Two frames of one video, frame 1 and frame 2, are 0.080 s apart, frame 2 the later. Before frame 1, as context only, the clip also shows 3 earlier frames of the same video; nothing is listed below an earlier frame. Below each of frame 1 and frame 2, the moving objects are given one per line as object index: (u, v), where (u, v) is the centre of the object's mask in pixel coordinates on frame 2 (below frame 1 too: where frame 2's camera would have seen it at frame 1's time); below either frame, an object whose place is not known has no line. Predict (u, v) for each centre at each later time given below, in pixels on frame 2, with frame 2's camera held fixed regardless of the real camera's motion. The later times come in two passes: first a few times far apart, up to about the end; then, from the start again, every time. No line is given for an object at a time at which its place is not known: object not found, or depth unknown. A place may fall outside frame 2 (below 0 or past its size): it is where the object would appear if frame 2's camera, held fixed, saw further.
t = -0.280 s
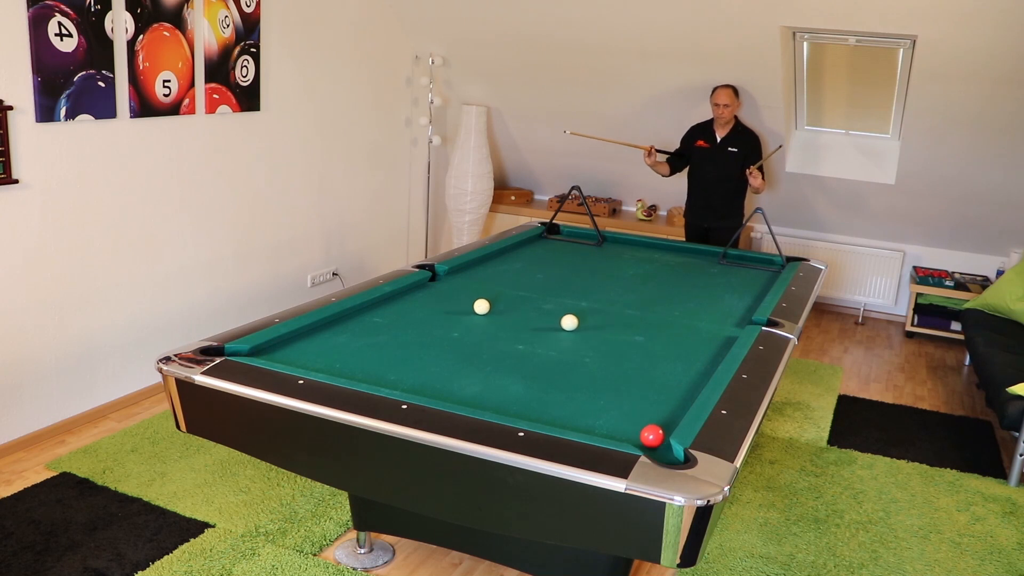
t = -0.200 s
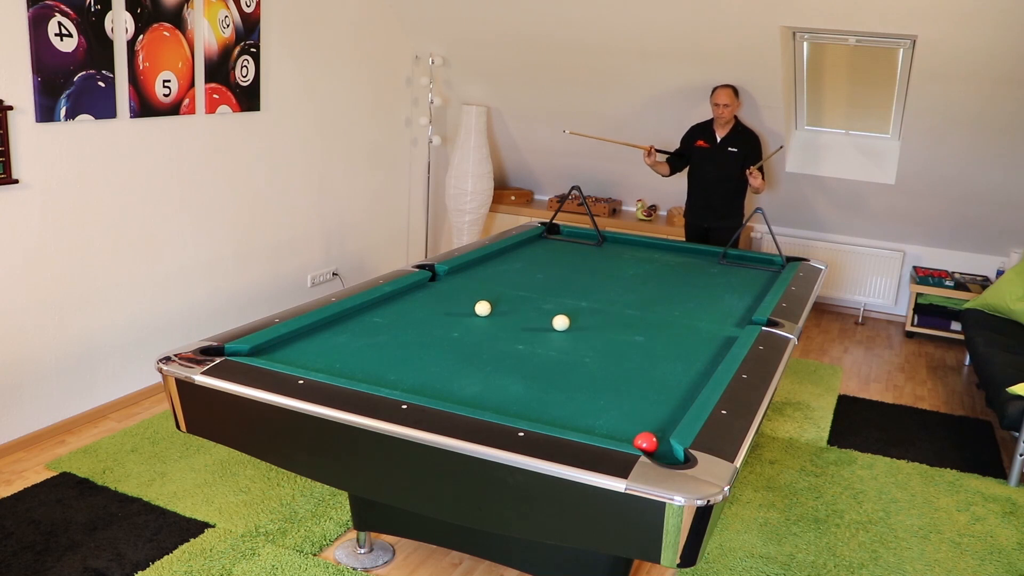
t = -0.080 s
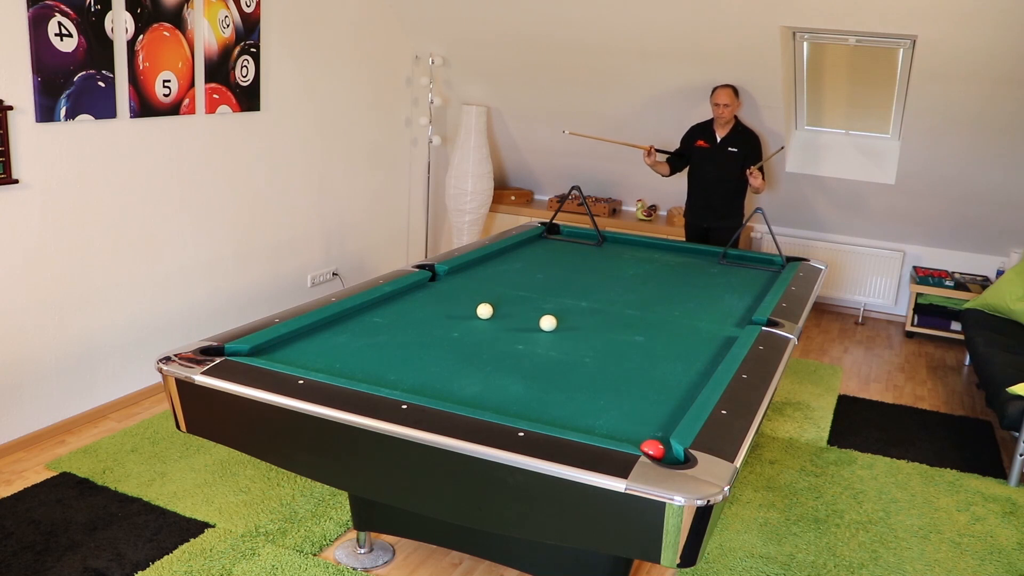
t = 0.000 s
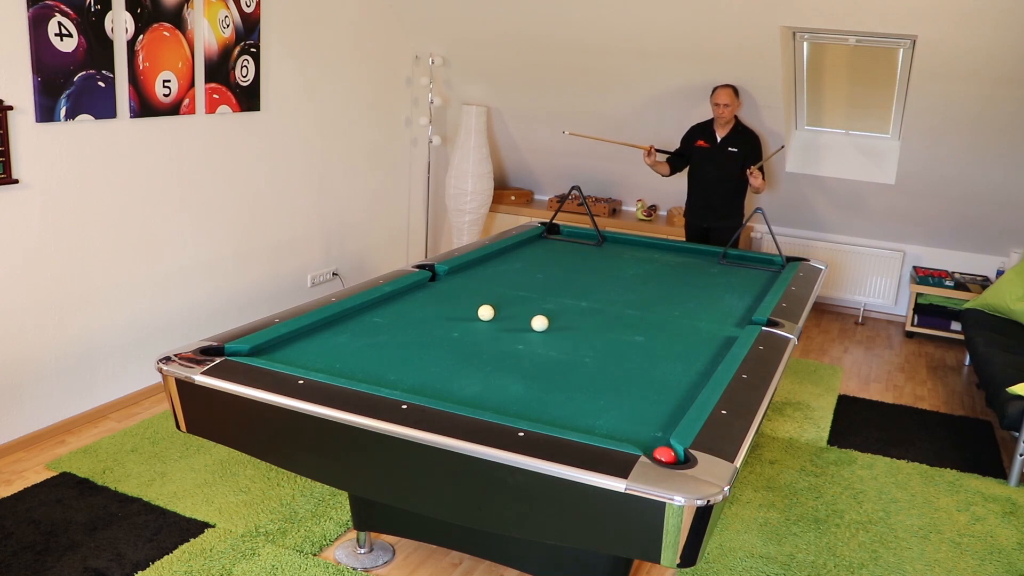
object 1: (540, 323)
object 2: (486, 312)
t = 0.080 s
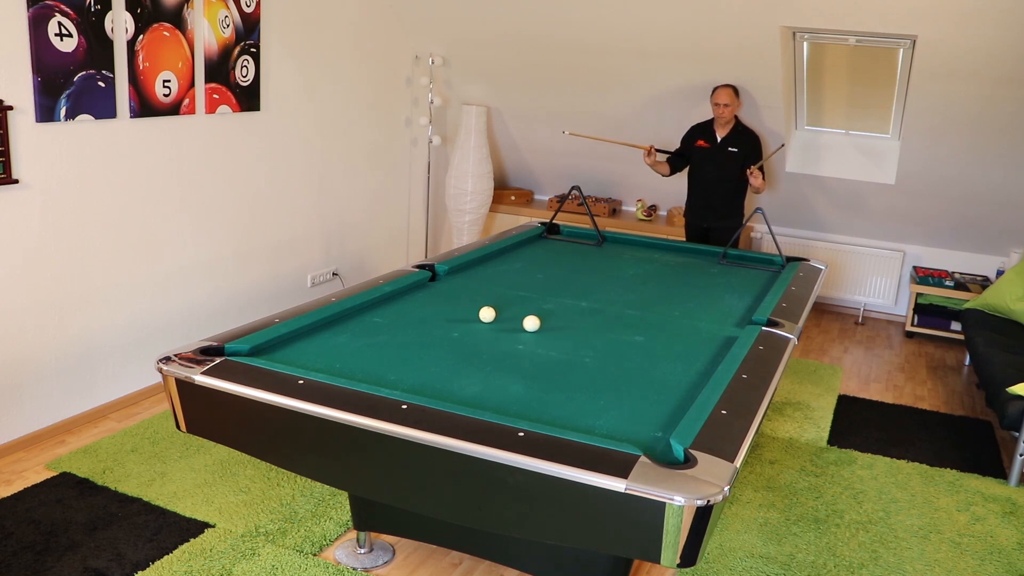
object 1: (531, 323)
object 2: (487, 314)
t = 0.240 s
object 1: (515, 324)
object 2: (489, 317)
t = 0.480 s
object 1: (498, 327)
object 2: (486, 319)
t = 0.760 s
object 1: (484, 334)
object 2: (479, 319)
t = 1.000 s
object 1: (472, 339)
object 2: (474, 320)
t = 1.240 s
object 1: (461, 344)
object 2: (470, 320)
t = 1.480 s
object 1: (450, 349)
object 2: (467, 320)
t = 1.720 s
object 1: (440, 353)
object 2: (465, 320)
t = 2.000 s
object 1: (428, 358)
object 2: (465, 320)
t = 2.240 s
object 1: (419, 363)
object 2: (465, 320)
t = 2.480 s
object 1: (410, 366)
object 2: (465, 320)
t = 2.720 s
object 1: (402, 369)
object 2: (465, 320)
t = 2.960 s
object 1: (394, 372)
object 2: (465, 320)
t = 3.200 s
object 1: (388, 374)
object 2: (465, 320)
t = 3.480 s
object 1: (381, 376)
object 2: (465, 320)
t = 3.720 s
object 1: (377, 377)
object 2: (465, 320)
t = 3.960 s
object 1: (374, 377)
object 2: (465, 320)
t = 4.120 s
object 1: (372, 377)
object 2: (465, 320)
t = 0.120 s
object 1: (527, 323)
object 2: (488, 315)
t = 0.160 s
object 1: (523, 324)
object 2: (488, 316)
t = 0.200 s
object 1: (519, 324)
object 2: (489, 316)
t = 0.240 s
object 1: (515, 324)
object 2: (489, 317)
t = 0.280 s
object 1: (511, 324)
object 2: (490, 318)
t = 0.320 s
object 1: (507, 324)
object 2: (491, 319)
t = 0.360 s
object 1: (504, 324)
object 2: (490, 319)
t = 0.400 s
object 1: (502, 325)
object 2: (488, 319)
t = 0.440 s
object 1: (500, 326)
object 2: (487, 319)
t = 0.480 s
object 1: (498, 327)
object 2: (486, 319)
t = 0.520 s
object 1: (496, 328)
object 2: (485, 319)
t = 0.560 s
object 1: (494, 329)
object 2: (484, 319)
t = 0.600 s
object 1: (492, 330)
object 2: (483, 319)
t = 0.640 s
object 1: (490, 331)
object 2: (482, 319)
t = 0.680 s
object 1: (488, 332)
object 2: (481, 319)
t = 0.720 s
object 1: (486, 333)
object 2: (480, 319)
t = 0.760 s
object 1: (484, 334)
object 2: (479, 319)
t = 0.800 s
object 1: (482, 334)
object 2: (478, 319)
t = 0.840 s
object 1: (480, 335)
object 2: (478, 319)
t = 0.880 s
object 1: (478, 336)
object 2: (477, 319)
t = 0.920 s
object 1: (476, 337)
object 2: (476, 320)
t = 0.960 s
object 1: (474, 338)
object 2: (475, 320)
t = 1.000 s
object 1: (472, 339)
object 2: (474, 320)
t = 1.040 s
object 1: (470, 340)
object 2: (473, 320)
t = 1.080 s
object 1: (469, 340)
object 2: (472, 320)
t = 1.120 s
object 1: (467, 341)
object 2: (472, 320)
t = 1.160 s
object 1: (465, 342)
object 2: (471, 320)
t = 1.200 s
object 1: (463, 343)
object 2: (470, 320)
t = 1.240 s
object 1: (461, 344)
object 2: (470, 320)
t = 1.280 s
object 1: (459, 345)
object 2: (469, 320)
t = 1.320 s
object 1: (457, 345)
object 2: (469, 320)
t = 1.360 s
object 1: (456, 346)
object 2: (468, 320)
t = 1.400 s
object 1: (454, 347)
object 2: (468, 320)
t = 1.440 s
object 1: (452, 348)
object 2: (467, 320)
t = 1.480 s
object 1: (450, 349)
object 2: (467, 320)
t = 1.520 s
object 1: (448, 349)
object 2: (467, 320)
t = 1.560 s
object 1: (447, 350)
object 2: (466, 320)
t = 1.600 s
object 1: (445, 351)
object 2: (466, 320)
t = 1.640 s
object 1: (443, 352)
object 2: (466, 320)
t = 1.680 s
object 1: (441, 352)
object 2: (466, 320)
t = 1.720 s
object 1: (440, 353)
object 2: (465, 320)
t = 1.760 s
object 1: (438, 354)
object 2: (465, 320)
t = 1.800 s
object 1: (436, 355)
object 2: (465, 320)
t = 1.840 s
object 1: (435, 356)
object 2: (465, 320)
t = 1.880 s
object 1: (433, 356)
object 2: (465, 320)
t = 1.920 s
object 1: (431, 357)
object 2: (465, 320)
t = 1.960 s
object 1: (430, 358)
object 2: (465, 320)
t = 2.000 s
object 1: (428, 358)
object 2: (465, 320)
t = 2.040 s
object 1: (427, 359)
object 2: (465, 320)
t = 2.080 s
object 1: (425, 360)
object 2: (465, 320)
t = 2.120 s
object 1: (423, 361)
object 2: (465, 320)
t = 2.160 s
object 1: (422, 361)
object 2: (465, 320)
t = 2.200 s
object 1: (420, 362)
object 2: (465, 320)
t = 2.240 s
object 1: (419, 363)
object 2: (465, 320)
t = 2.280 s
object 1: (417, 363)
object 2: (465, 320)
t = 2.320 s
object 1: (416, 364)
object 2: (465, 320)
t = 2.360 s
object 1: (414, 364)
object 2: (465, 320)
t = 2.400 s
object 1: (413, 365)
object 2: (465, 320)
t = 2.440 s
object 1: (411, 366)
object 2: (465, 320)
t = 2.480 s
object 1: (410, 366)
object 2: (465, 320)
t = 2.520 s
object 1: (409, 367)
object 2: (465, 320)
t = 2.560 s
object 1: (407, 367)
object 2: (465, 320)
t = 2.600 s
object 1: (406, 368)
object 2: (465, 320)
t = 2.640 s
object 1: (404, 368)
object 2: (465, 320)
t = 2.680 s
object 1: (403, 369)
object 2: (465, 320)
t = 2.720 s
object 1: (402, 369)
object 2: (465, 320)
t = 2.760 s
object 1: (401, 370)
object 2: (465, 320)
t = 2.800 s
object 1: (399, 370)
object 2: (465, 320)
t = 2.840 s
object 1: (398, 371)
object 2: (465, 320)
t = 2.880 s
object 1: (397, 371)
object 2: (465, 320)
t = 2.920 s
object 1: (396, 372)
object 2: (465, 320)
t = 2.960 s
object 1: (394, 372)
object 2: (465, 320)
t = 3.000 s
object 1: (393, 373)
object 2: (465, 320)
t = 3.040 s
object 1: (392, 373)
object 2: (465, 320)
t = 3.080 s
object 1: (391, 373)
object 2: (465, 320)
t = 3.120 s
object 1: (390, 374)
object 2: (465, 320)
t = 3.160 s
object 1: (389, 374)
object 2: (465, 320)
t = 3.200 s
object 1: (388, 374)
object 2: (465, 320)
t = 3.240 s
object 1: (387, 375)
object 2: (465, 320)
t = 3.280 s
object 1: (386, 375)
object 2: (465, 320)
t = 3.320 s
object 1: (385, 375)
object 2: (465, 320)
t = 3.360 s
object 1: (384, 376)
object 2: (465, 320)
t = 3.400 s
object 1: (383, 376)
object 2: (465, 320)
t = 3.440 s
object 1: (382, 376)
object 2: (465, 320)
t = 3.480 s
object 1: (381, 376)
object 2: (465, 320)
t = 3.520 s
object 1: (381, 376)
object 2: (465, 320)
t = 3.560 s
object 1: (380, 377)
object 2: (465, 320)
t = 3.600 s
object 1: (379, 377)
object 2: (465, 320)
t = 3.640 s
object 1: (379, 377)
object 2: (465, 320)
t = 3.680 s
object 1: (378, 377)
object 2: (465, 320)
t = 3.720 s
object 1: (377, 377)
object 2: (465, 320)
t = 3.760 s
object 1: (377, 377)
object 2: (465, 320)
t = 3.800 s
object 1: (376, 377)
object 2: (465, 320)
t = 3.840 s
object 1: (375, 377)
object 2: (465, 320)
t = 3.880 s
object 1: (375, 377)
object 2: (466, 320)
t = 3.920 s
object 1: (374, 377)
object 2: (465, 320)
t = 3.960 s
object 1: (374, 377)
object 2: (465, 320)
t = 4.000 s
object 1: (373, 377)
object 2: (465, 320)
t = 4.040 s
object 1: (373, 377)
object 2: (465, 320)
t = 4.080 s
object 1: (372, 377)
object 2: (465, 320)
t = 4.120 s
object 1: (372, 377)
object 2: (465, 320)
